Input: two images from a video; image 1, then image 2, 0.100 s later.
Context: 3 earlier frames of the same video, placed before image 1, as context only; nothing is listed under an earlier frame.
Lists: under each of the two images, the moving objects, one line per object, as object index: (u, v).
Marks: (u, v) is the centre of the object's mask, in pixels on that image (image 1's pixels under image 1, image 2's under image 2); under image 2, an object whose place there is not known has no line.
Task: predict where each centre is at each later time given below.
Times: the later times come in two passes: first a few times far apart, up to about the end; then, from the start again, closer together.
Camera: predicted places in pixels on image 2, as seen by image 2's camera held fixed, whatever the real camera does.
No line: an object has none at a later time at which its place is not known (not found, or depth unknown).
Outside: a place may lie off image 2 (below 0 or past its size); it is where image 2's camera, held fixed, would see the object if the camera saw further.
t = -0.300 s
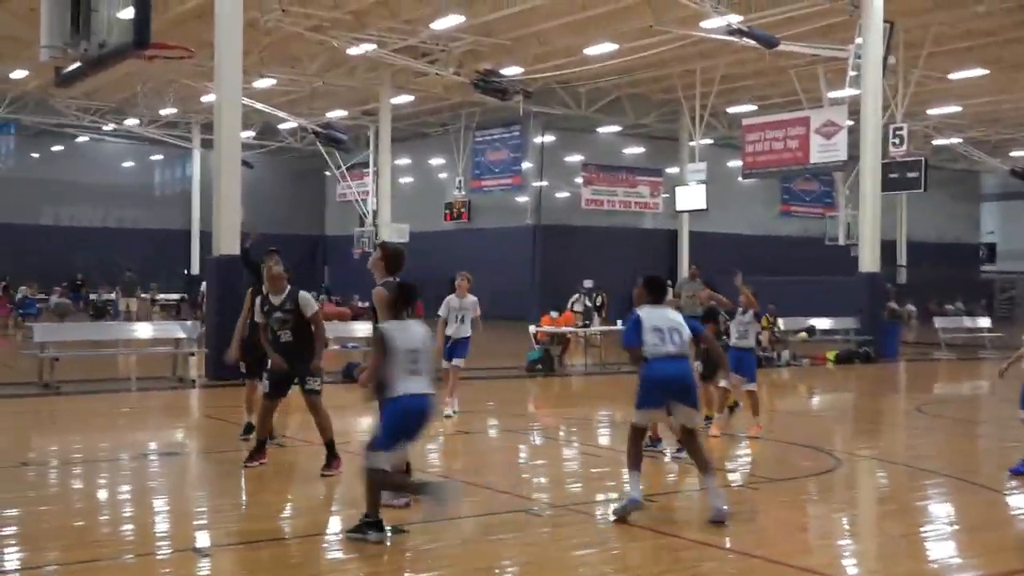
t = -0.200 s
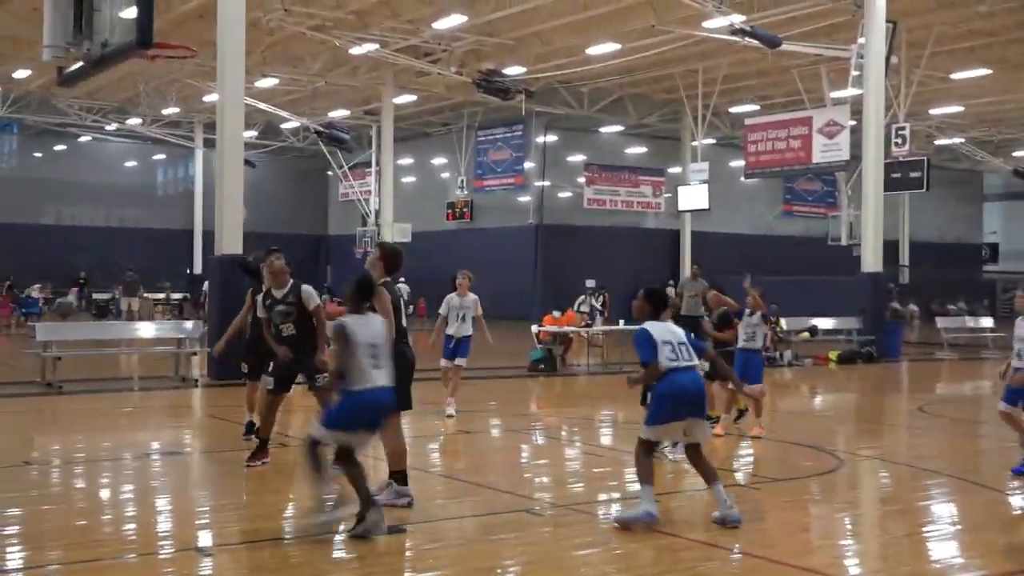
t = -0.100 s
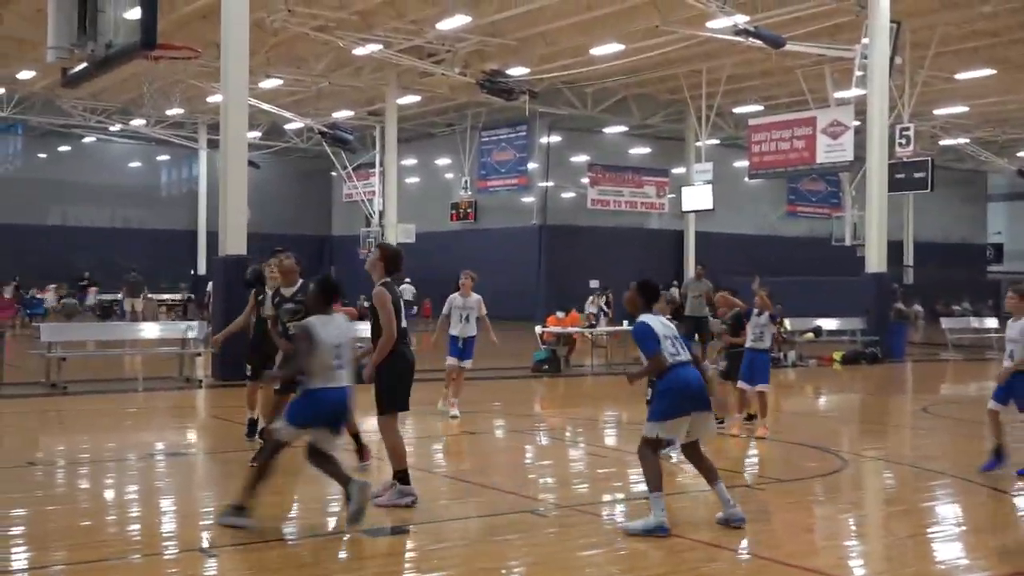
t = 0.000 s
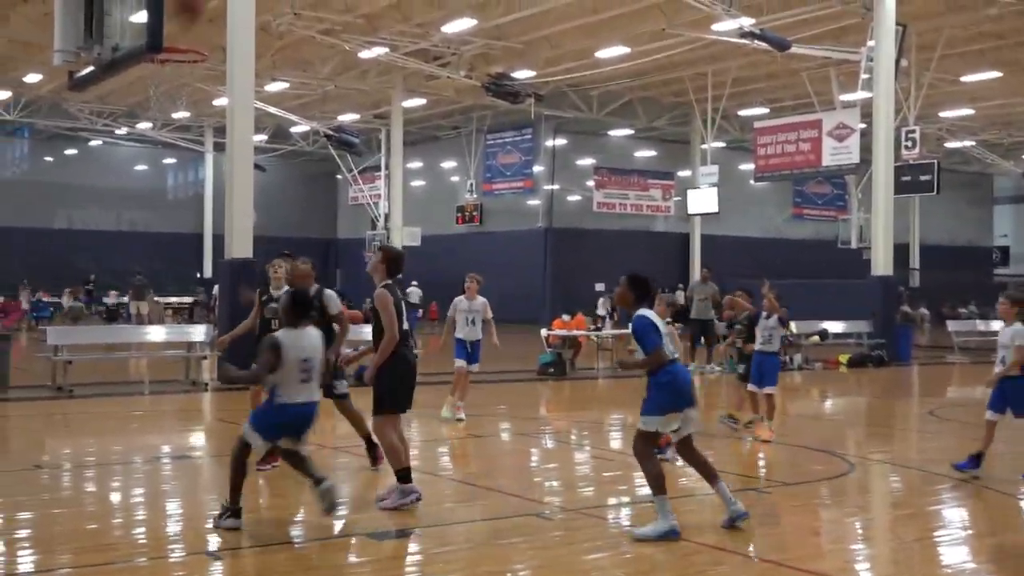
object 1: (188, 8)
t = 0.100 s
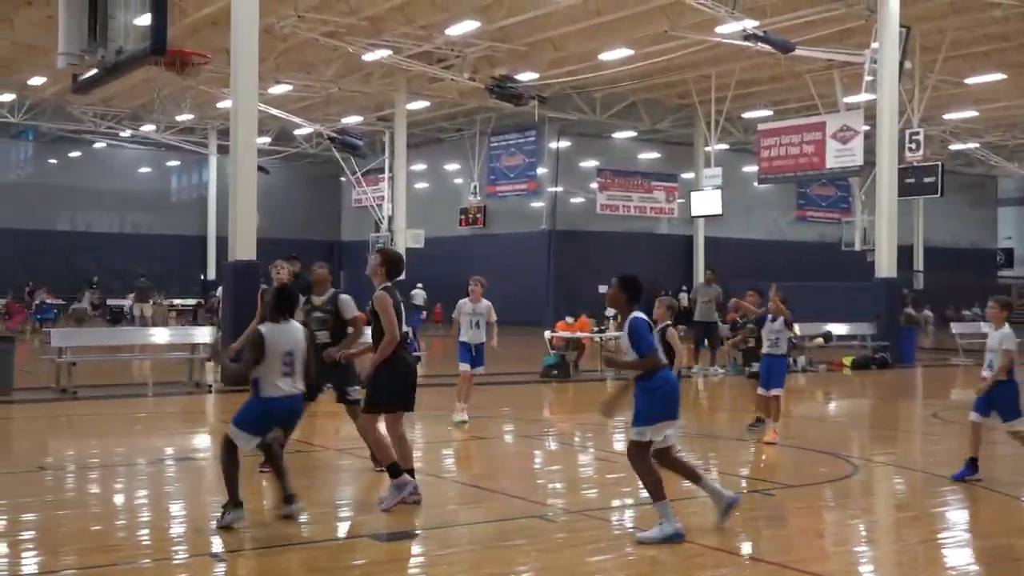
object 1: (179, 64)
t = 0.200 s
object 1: (170, 95)
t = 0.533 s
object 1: (94, 241)
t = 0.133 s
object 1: (192, 69)
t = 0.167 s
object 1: (183, 80)
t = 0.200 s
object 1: (170, 95)
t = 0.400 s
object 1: (125, 165)
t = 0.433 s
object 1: (119, 180)
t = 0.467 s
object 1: (108, 198)
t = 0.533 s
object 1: (94, 241)
